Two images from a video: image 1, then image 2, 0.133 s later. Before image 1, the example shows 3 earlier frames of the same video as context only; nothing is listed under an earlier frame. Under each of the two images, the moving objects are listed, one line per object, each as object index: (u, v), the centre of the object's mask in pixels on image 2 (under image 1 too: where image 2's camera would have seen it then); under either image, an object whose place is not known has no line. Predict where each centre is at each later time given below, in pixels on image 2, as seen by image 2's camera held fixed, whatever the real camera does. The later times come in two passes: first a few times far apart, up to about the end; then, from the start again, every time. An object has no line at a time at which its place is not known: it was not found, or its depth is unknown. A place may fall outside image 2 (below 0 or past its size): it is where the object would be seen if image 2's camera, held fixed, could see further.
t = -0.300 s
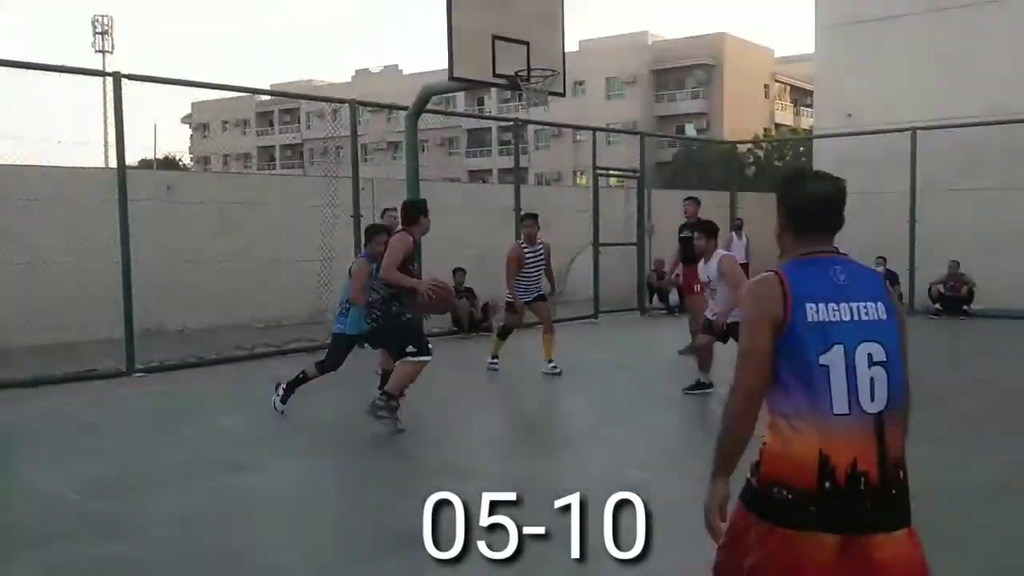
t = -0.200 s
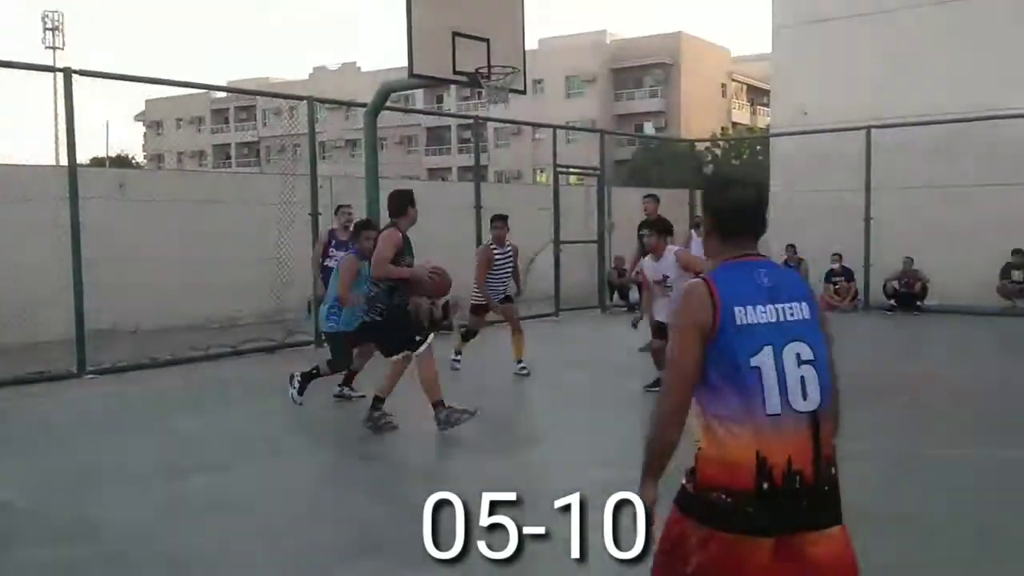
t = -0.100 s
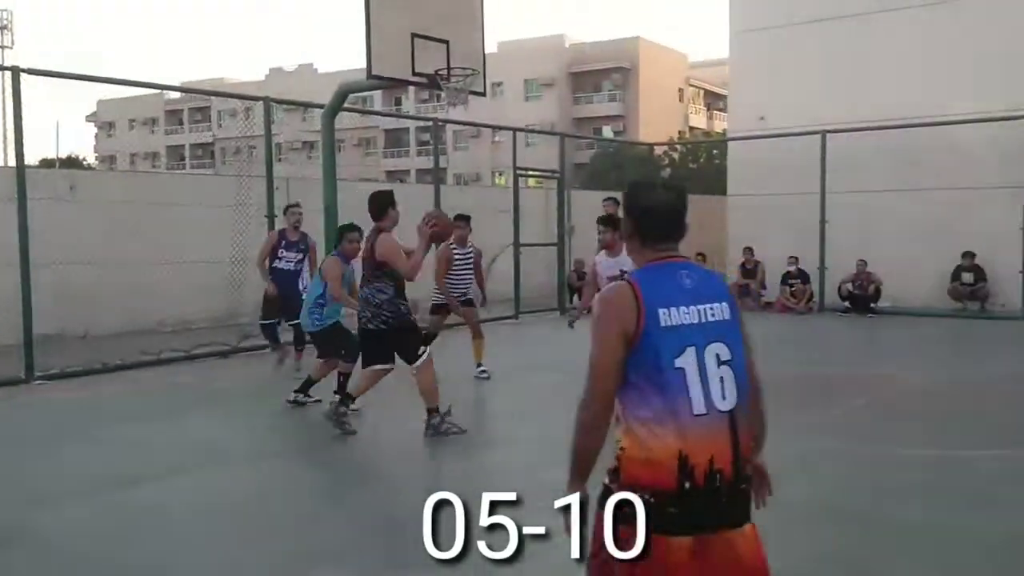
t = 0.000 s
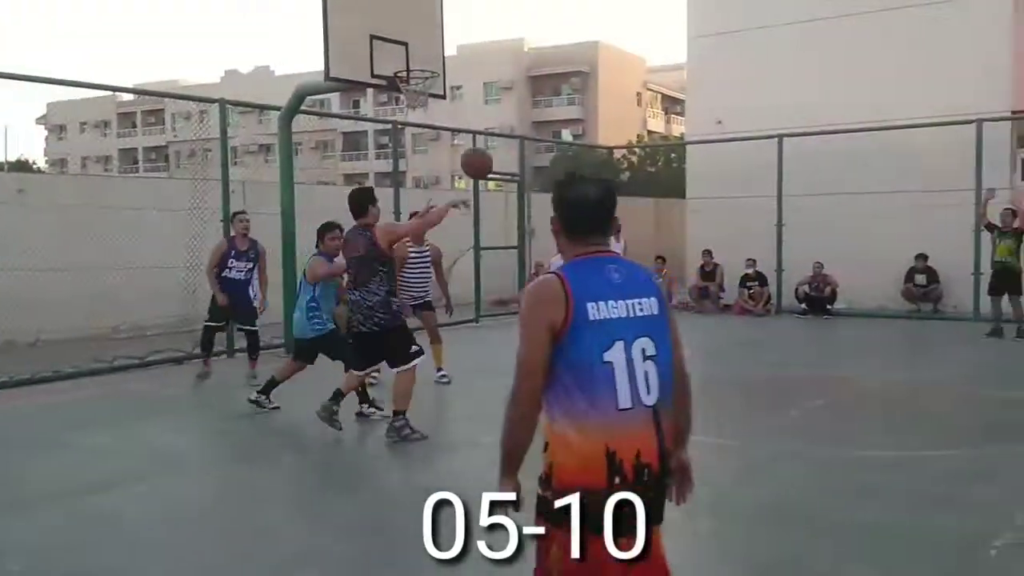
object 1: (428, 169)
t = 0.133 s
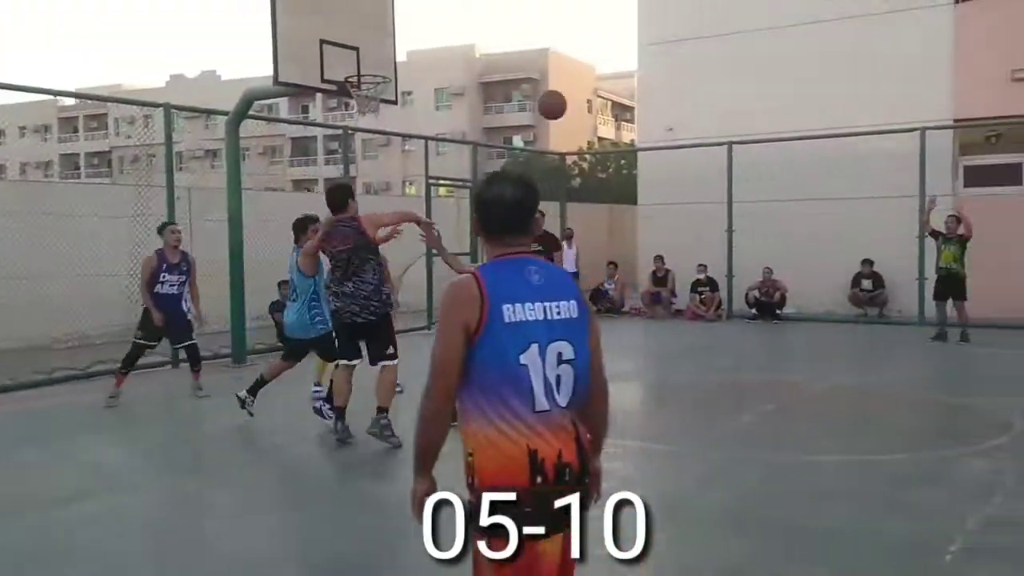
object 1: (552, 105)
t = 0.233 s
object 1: (630, 78)
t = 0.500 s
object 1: (791, 64)
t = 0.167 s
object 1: (579, 94)
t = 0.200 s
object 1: (605, 86)
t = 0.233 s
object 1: (630, 78)
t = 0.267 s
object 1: (653, 72)
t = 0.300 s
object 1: (676, 67)
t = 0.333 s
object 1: (697, 64)
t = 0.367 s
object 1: (718, 62)
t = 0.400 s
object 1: (738, 61)
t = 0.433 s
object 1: (756, 60)
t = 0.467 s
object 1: (774, 62)
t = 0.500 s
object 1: (791, 64)
